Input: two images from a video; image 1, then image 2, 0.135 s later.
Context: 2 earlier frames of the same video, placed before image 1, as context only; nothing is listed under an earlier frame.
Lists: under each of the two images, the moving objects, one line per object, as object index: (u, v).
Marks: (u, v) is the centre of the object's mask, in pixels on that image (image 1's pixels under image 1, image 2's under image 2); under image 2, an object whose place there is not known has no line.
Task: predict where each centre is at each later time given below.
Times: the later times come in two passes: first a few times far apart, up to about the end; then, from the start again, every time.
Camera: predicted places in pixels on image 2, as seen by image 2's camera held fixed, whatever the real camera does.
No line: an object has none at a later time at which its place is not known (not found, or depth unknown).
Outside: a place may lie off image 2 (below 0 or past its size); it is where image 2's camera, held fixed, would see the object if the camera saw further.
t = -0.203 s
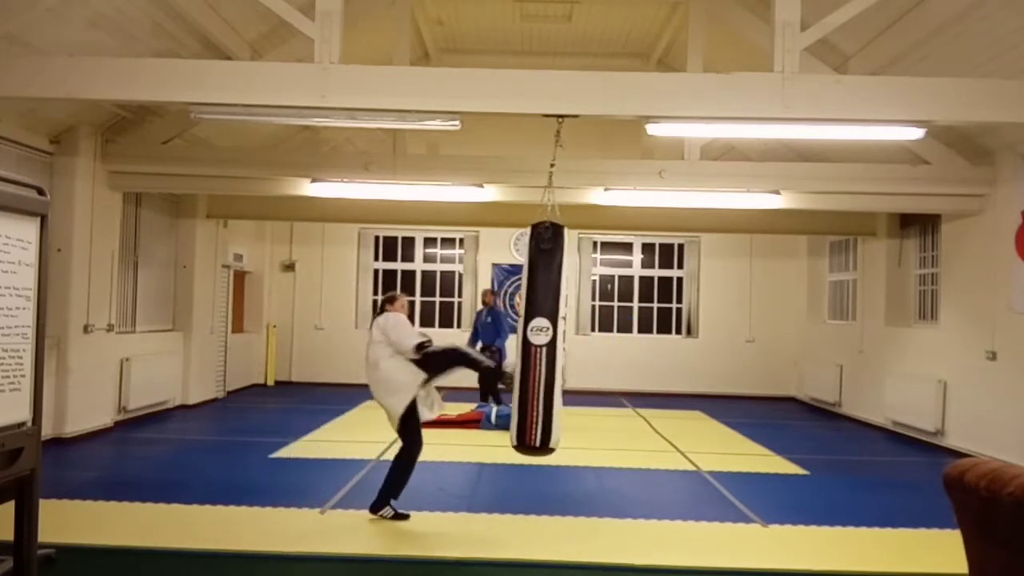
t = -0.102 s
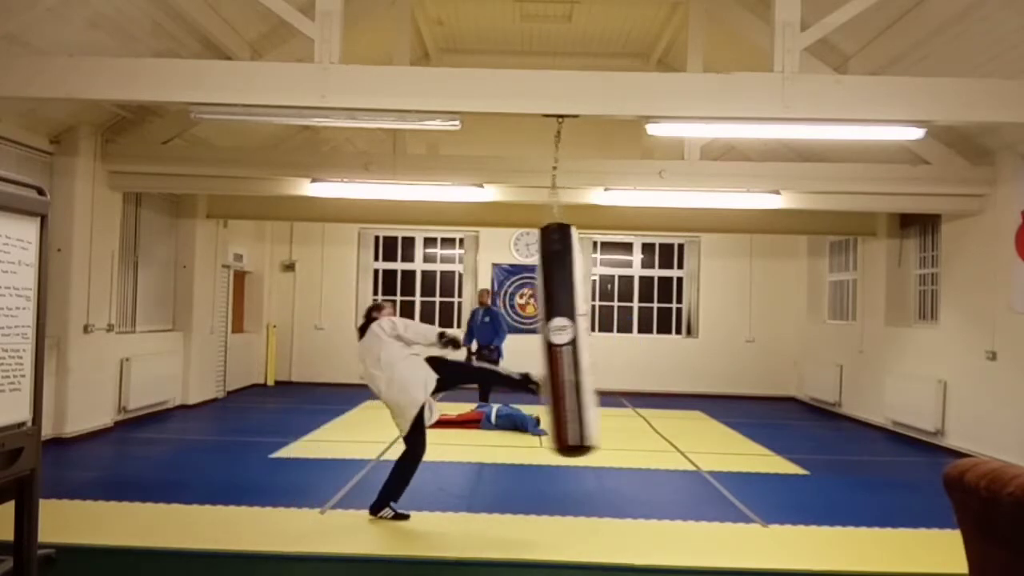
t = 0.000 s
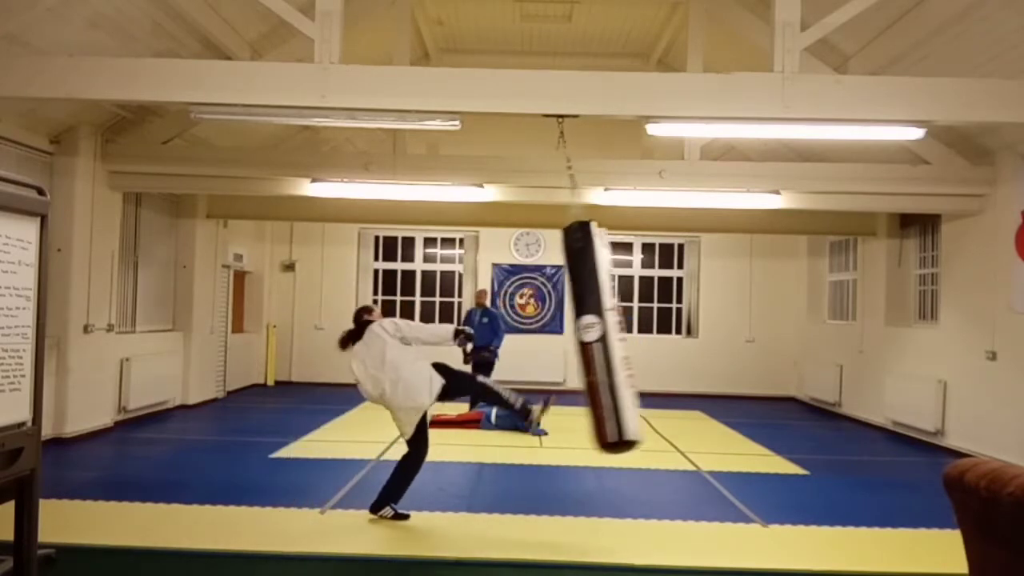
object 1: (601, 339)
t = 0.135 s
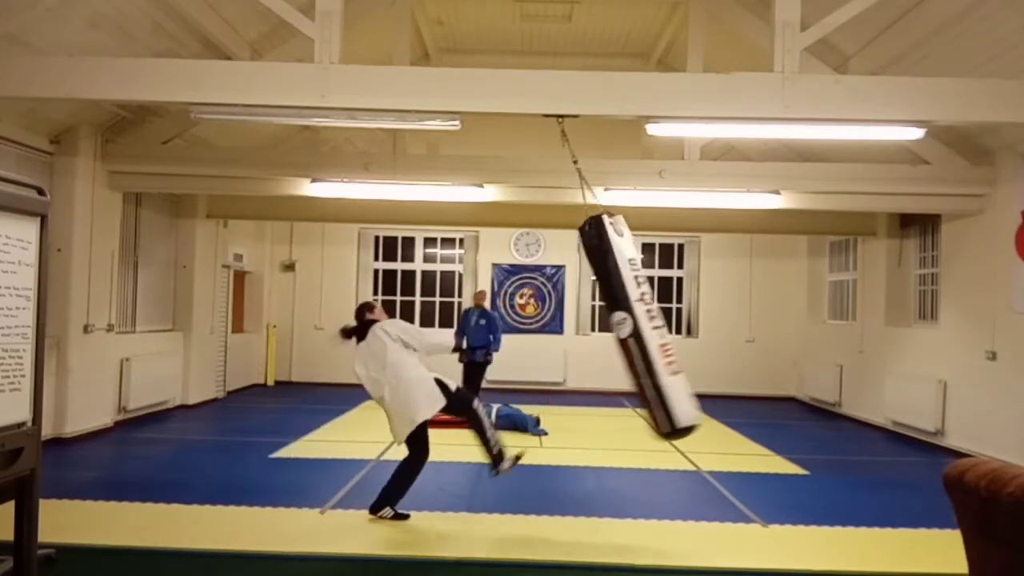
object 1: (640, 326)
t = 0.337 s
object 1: (675, 313)
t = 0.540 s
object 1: (683, 308)
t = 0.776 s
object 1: (654, 318)
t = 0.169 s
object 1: (647, 323)
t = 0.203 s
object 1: (654, 321)
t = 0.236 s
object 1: (660, 318)
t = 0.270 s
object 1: (665, 316)
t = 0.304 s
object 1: (670, 314)
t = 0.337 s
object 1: (675, 313)
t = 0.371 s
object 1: (678, 312)
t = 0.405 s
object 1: (681, 310)
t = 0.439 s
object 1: (683, 310)
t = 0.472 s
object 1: (685, 309)
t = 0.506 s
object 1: (684, 309)
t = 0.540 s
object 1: (683, 308)
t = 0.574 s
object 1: (681, 308)
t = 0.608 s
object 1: (678, 308)
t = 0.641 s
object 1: (675, 310)
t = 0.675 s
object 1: (670, 312)
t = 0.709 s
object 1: (665, 314)
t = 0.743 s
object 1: (660, 316)
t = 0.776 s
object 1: (654, 318)
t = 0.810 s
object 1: (648, 320)
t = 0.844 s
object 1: (641, 322)
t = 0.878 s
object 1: (633, 324)
